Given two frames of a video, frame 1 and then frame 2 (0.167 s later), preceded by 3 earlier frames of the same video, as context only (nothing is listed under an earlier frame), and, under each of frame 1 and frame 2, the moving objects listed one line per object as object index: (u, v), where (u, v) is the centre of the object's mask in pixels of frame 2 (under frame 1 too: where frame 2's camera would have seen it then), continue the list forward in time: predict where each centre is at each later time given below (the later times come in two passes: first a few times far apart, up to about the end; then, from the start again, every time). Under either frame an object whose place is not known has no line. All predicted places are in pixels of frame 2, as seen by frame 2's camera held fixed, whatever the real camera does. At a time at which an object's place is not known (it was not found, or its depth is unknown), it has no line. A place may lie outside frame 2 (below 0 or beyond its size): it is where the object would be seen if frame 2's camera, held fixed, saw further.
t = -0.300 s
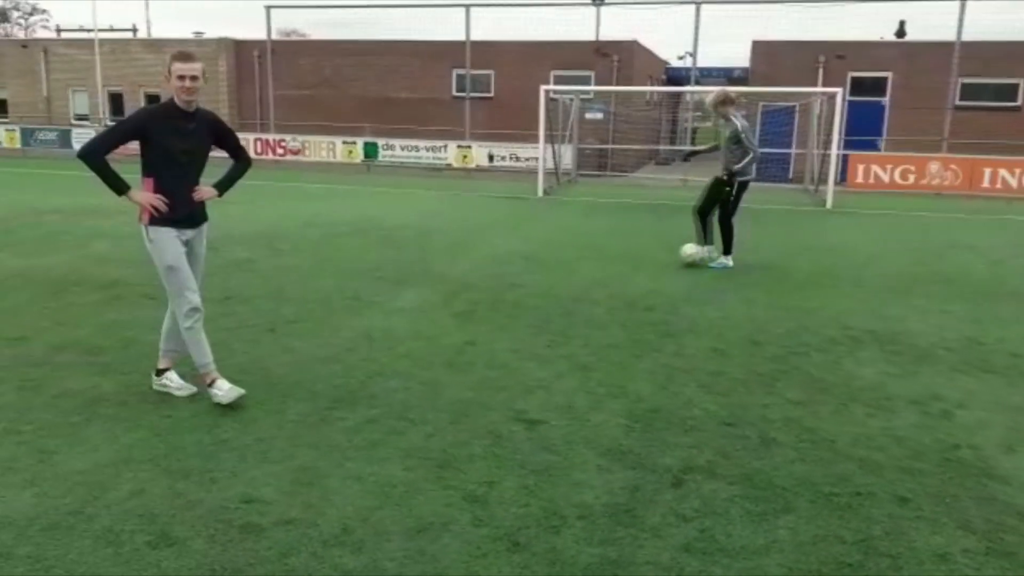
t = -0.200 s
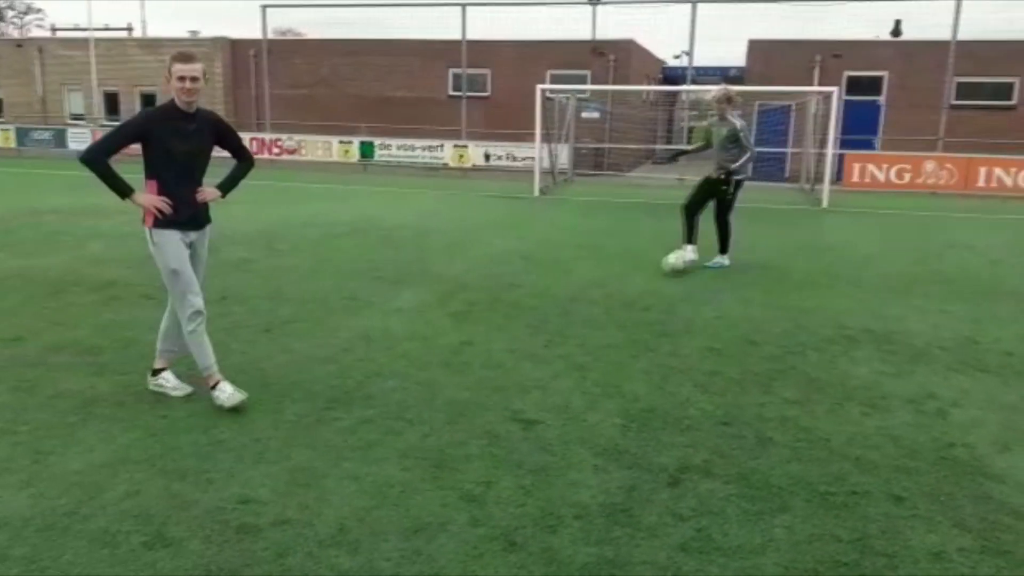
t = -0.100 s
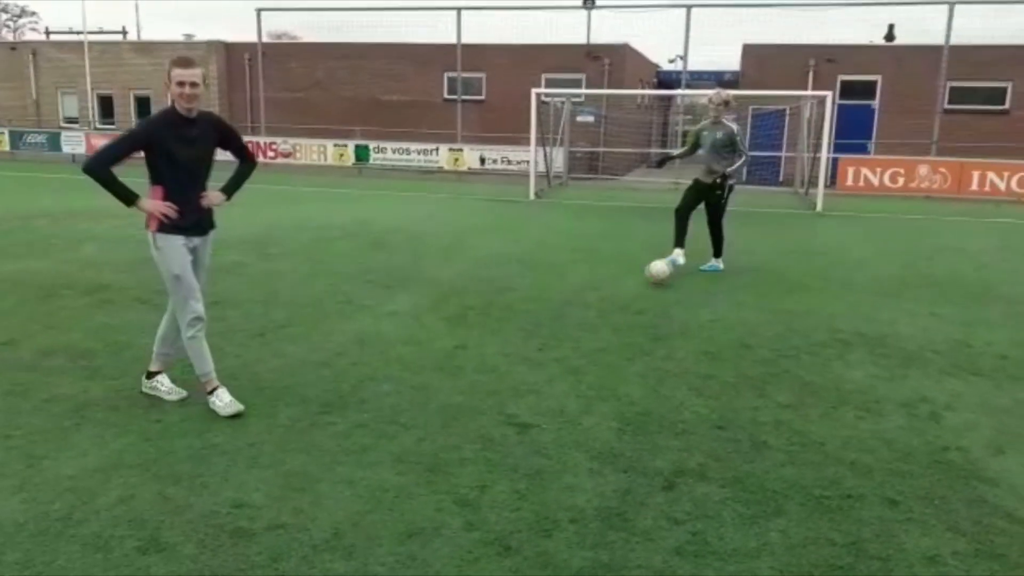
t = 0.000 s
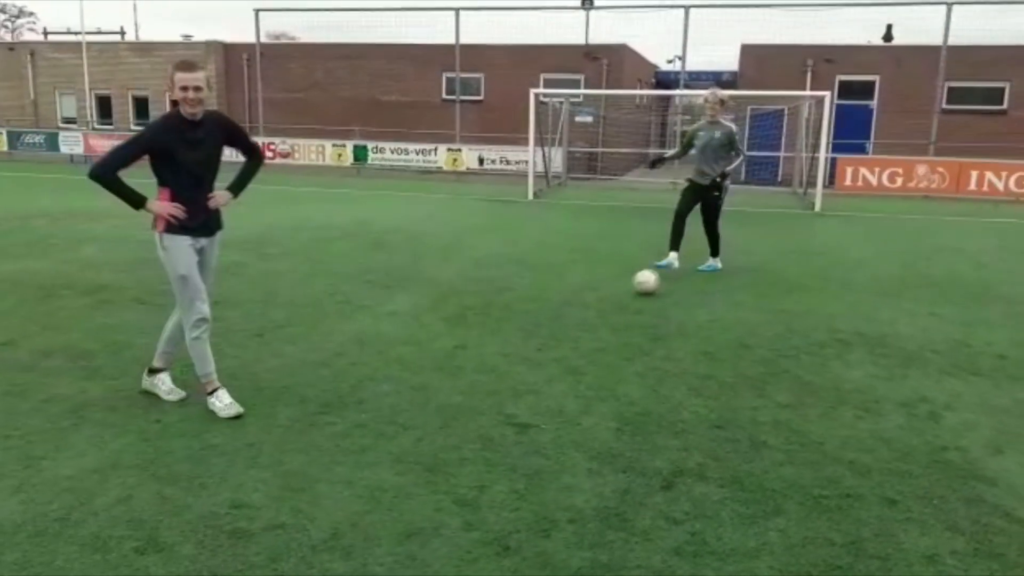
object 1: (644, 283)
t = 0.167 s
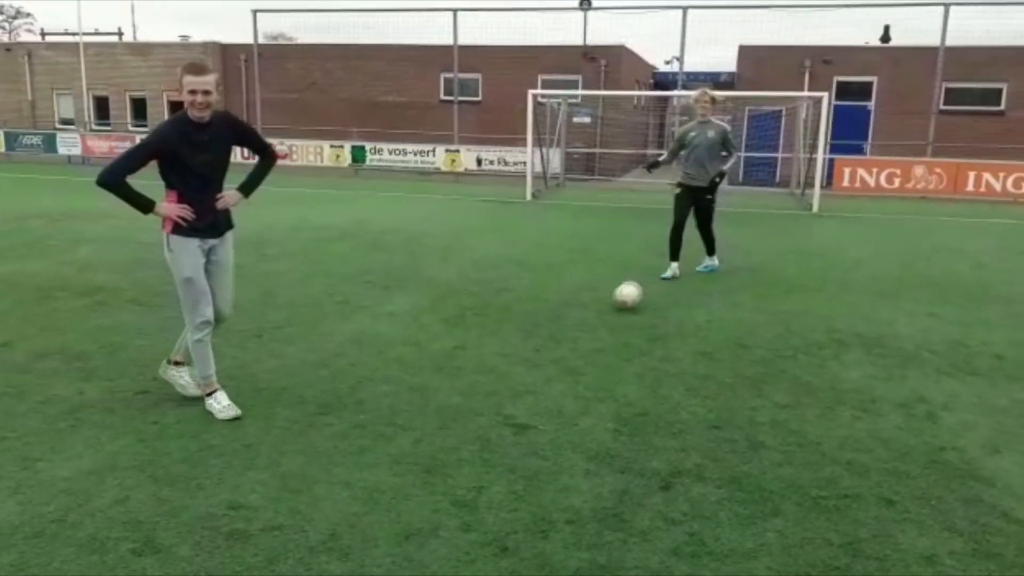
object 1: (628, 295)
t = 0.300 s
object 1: (612, 306)
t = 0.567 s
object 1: (575, 333)
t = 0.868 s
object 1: (517, 369)
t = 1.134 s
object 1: (447, 414)
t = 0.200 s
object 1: (624, 298)
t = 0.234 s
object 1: (621, 299)
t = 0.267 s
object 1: (616, 302)
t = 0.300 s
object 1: (612, 306)
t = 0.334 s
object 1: (608, 310)
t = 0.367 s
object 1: (605, 312)
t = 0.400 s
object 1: (601, 315)
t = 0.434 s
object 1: (595, 318)
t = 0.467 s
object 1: (590, 322)
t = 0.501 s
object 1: (585, 325)
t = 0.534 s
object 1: (580, 328)
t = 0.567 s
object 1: (575, 333)
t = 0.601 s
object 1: (570, 336)
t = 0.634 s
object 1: (564, 340)
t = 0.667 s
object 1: (558, 344)
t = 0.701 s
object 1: (552, 347)
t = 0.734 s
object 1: (545, 352)
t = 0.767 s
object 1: (539, 357)
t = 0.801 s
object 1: (532, 360)
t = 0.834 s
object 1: (525, 365)
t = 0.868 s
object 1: (517, 369)
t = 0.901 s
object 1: (510, 374)
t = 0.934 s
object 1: (502, 380)
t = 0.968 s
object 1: (494, 385)
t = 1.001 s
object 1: (485, 390)
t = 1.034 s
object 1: (476, 396)
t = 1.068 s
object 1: (467, 402)
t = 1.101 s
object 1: (457, 408)
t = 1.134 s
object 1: (447, 414)
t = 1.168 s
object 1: (437, 420)
